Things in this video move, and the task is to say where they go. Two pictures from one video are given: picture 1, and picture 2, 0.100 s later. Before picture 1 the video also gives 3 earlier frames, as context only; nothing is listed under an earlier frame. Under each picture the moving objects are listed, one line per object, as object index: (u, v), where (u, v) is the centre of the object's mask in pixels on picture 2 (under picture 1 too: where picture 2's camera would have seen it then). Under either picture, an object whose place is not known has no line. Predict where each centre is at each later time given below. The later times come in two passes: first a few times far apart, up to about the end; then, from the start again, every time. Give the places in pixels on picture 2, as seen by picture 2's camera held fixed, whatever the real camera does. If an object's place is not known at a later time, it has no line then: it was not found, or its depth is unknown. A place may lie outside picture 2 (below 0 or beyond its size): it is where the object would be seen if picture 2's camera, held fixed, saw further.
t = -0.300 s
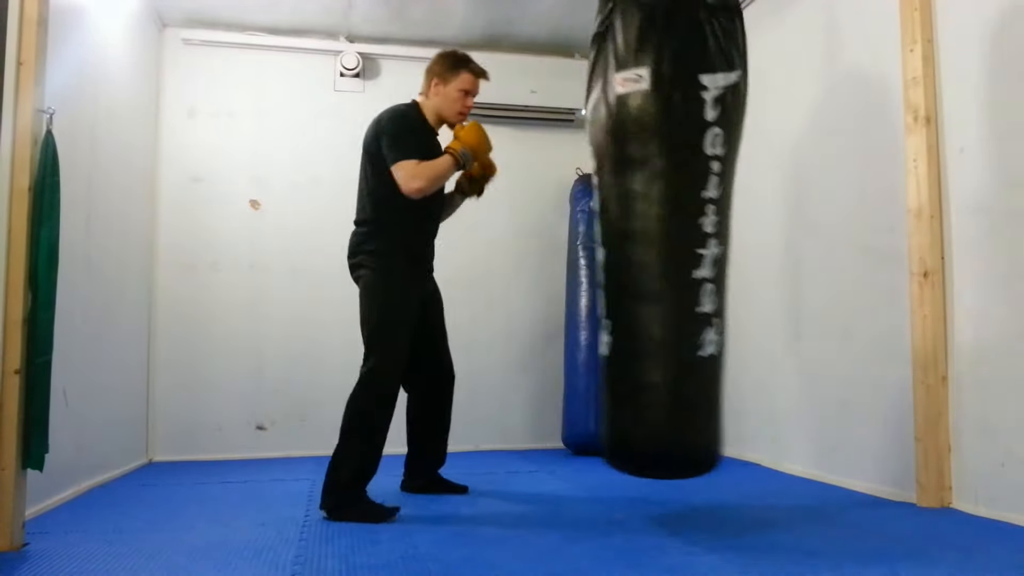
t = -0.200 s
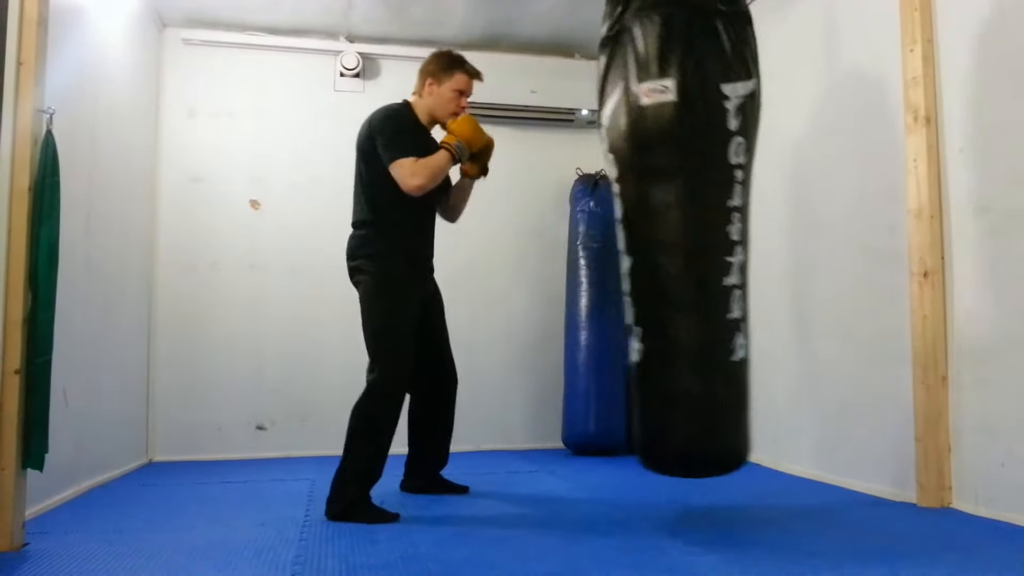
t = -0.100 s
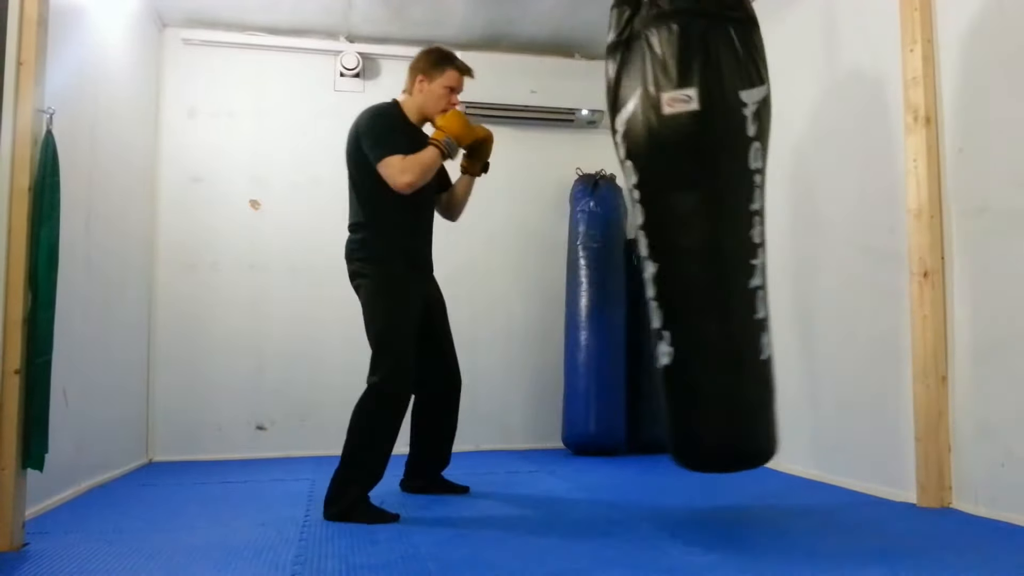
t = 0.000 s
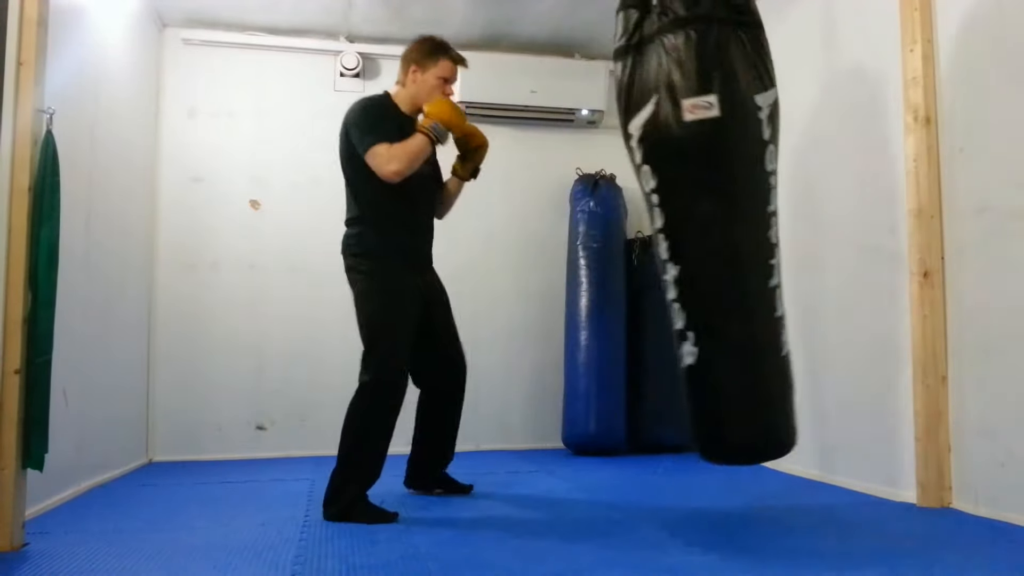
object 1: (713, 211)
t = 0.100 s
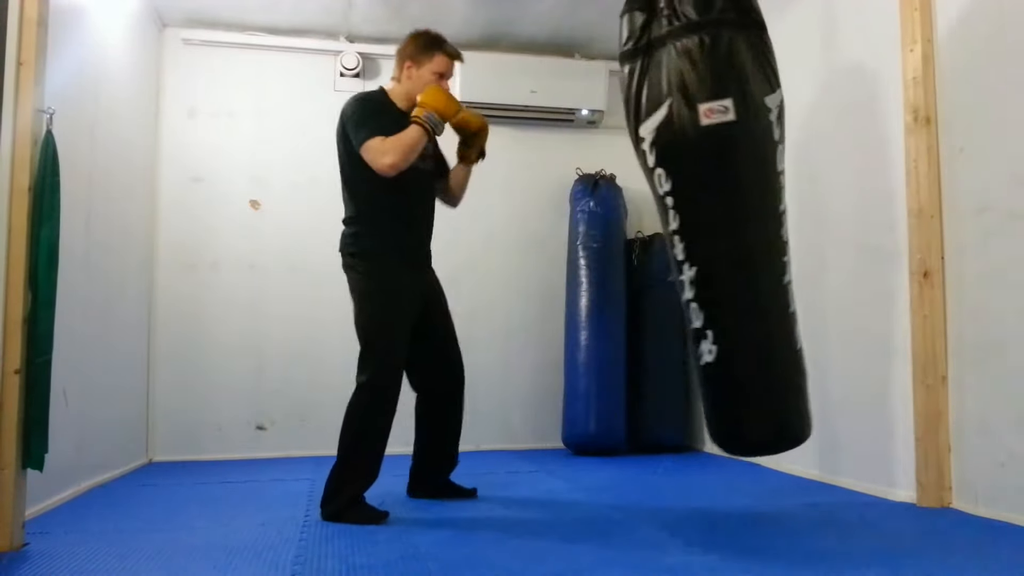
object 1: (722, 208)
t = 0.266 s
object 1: (728, 202)
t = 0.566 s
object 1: (714, 204)
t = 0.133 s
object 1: (724, 206)
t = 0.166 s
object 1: (725, 205)
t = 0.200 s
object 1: (726, 204)
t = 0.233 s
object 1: (727, 203)
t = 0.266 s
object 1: (728, 202)
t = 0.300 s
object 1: (728, 202)
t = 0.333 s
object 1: (727, 202)
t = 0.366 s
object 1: (726, 202)
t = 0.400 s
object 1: (725, 202)
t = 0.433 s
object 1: (724, 202)
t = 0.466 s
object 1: (722, 202)
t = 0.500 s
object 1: (720, 202)
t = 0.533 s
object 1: (717, 203)
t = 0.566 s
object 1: (714, 204)
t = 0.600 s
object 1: (710, 204)
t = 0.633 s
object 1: (706, 206)
